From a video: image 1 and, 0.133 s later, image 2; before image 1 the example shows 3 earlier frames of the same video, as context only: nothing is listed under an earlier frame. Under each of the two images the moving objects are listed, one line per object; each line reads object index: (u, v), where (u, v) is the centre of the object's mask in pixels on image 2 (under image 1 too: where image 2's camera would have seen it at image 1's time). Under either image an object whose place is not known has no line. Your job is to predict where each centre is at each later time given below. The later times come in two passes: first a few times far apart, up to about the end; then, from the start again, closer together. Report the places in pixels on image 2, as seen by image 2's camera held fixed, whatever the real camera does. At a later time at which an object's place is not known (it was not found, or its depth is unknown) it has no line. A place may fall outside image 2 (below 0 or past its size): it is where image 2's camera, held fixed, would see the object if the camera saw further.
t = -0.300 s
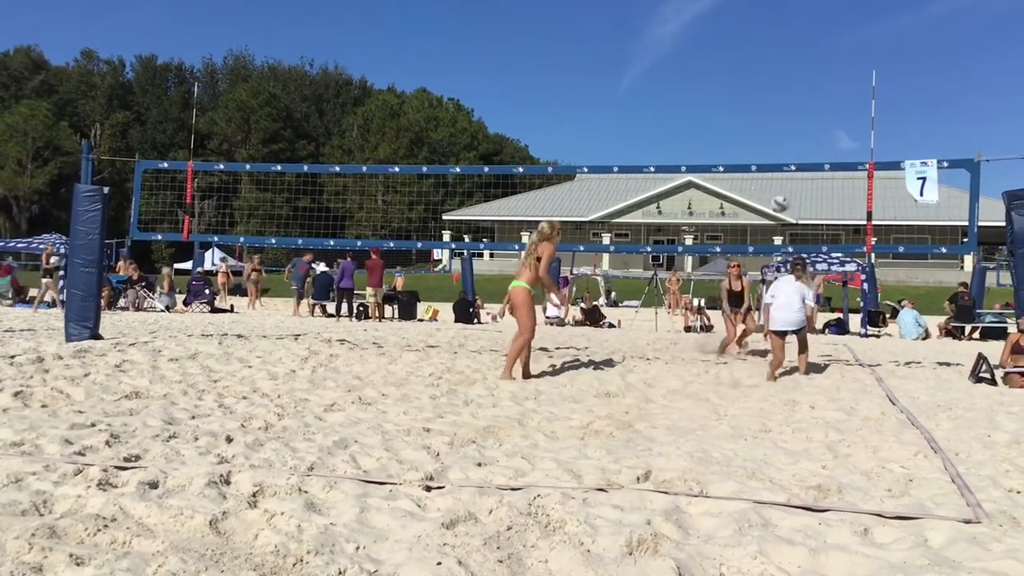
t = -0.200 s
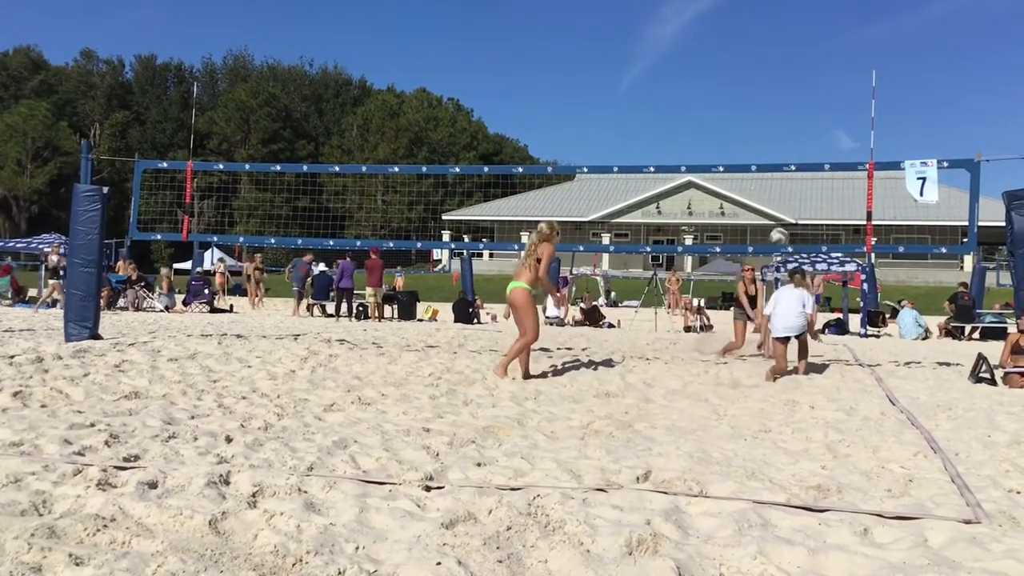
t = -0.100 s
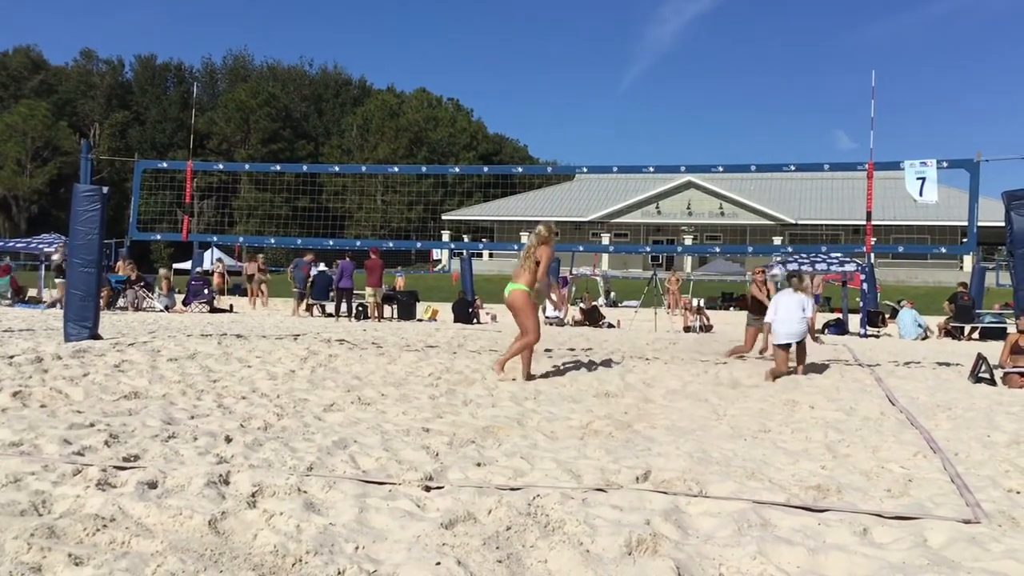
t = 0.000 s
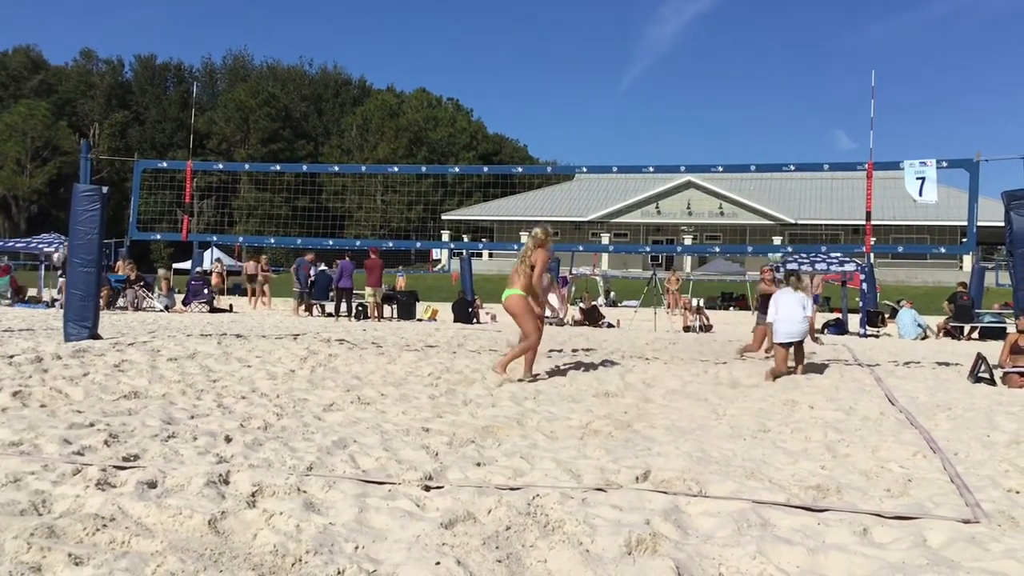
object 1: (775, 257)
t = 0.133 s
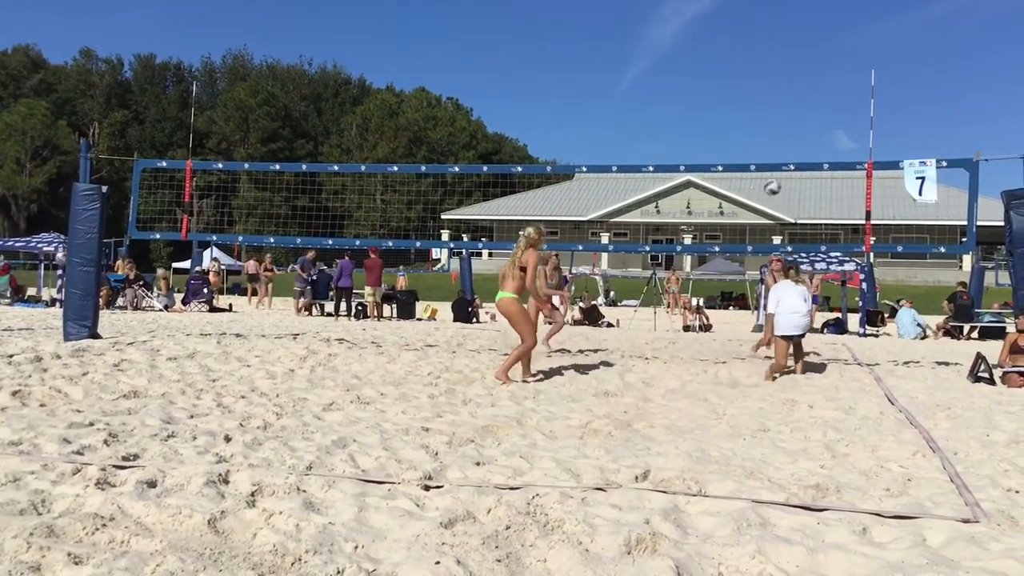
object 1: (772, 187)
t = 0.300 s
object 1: (767, 120)
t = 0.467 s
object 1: (761, 73)
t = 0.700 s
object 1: (751, 43)
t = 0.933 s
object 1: (741, 54)
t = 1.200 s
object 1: (728, 118)
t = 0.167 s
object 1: (771, 175)
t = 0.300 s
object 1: (767, 120)
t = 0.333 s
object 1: (765, 109)
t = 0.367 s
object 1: (765, 98)
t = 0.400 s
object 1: (763, 90)
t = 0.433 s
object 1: (762, 81)
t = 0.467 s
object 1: (761, 73)
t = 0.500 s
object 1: (760, 66)
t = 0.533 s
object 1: (758, 60)
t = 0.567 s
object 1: (758, 55)
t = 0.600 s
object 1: (755, 51)
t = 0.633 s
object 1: (754, 47)
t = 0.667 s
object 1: (752, 45)
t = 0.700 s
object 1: (751, 43)
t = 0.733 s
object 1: (750, 42)
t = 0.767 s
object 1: (749, 42)
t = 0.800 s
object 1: (747, 43)
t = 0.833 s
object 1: (745, 44)
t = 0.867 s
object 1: (744, 47)
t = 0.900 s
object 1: (742, 50)
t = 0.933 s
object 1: (741, 54)
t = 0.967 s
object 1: (739, 59)
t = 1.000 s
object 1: (737, 65)
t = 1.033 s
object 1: (736, 71)
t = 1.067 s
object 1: (734, 79)
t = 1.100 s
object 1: (733, 88)
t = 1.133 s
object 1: (731, 97)
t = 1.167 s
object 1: (730, 107)
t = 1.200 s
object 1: (728, 118)
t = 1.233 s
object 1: (727, 130)
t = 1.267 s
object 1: (725, 143)
